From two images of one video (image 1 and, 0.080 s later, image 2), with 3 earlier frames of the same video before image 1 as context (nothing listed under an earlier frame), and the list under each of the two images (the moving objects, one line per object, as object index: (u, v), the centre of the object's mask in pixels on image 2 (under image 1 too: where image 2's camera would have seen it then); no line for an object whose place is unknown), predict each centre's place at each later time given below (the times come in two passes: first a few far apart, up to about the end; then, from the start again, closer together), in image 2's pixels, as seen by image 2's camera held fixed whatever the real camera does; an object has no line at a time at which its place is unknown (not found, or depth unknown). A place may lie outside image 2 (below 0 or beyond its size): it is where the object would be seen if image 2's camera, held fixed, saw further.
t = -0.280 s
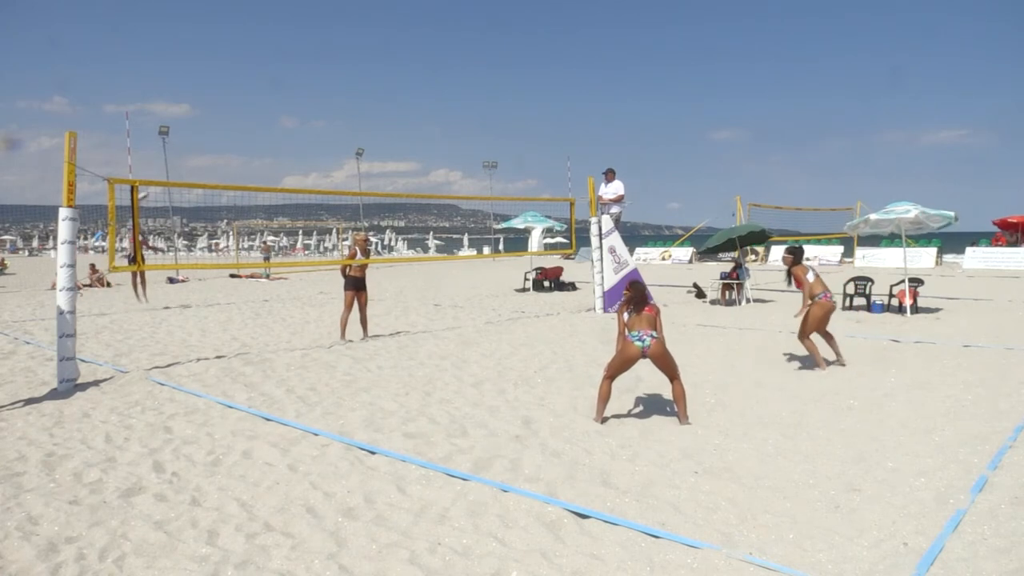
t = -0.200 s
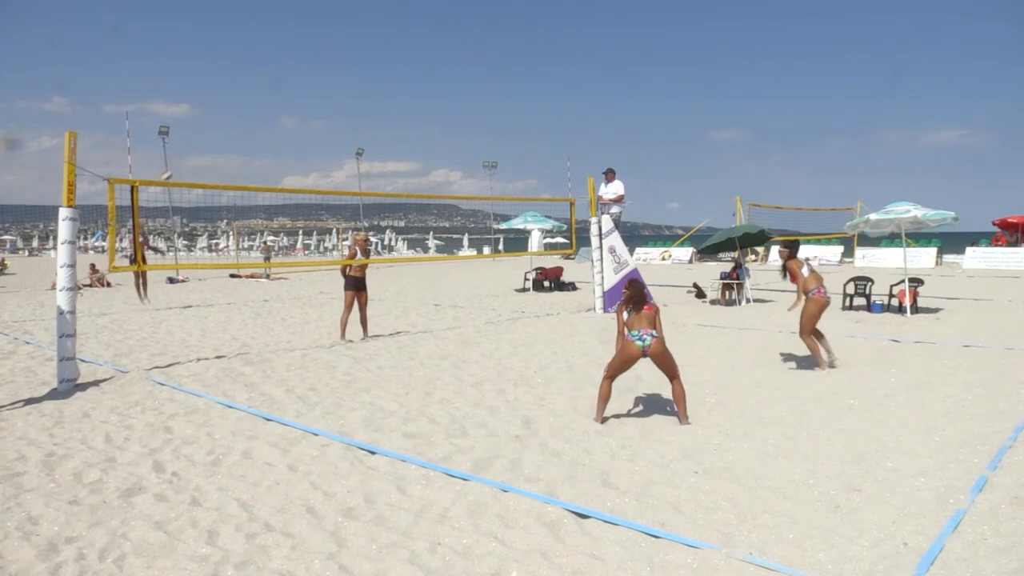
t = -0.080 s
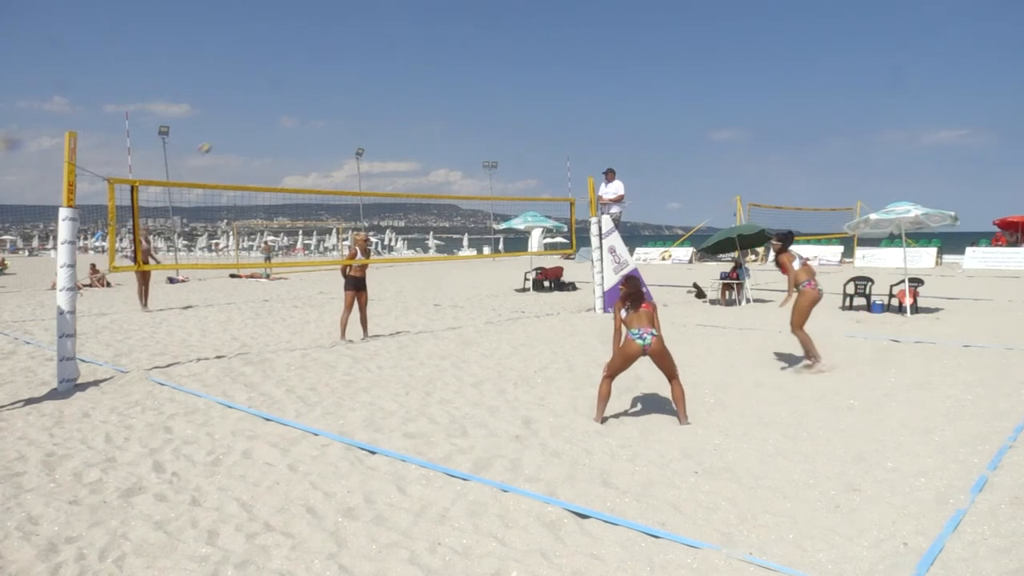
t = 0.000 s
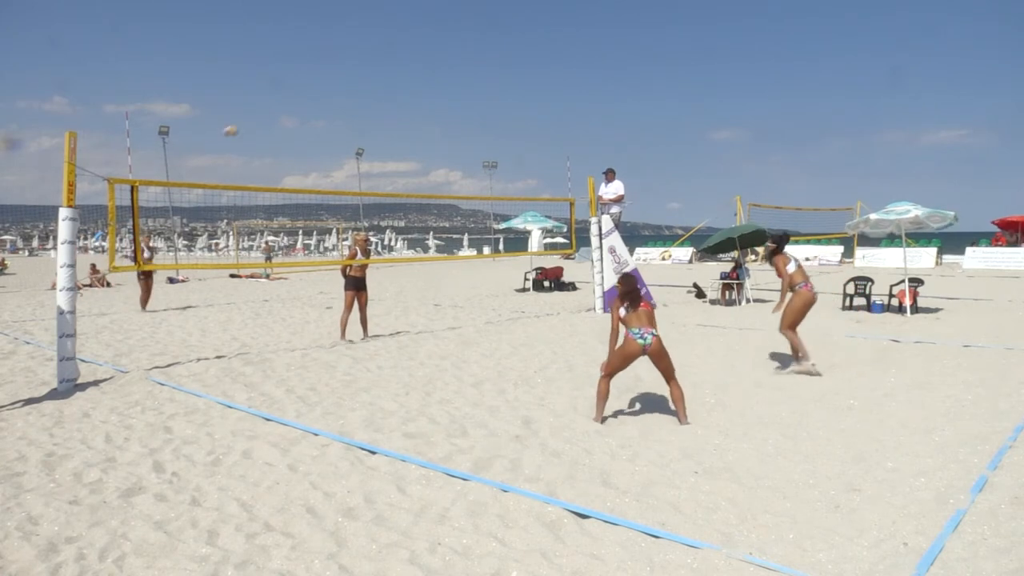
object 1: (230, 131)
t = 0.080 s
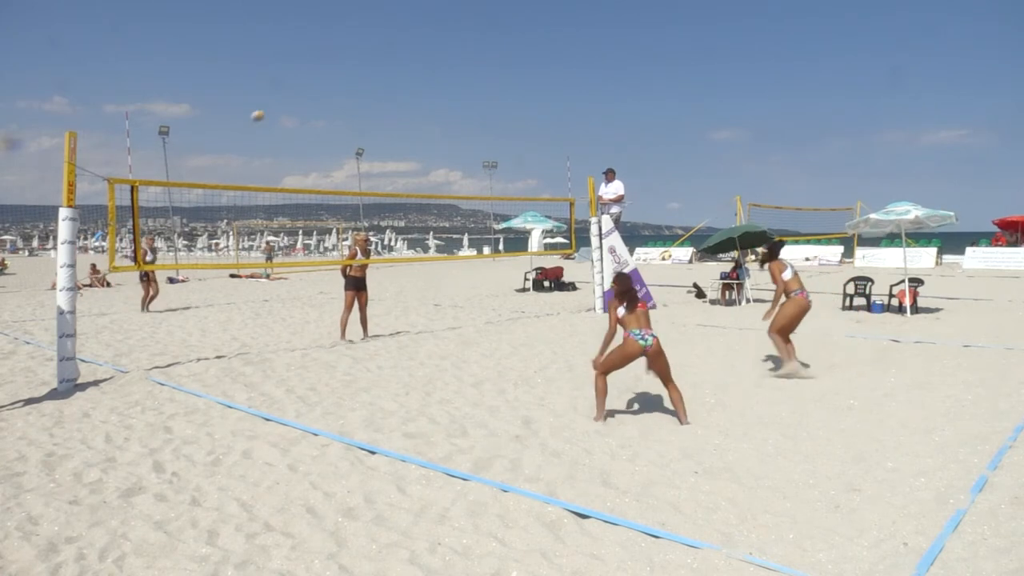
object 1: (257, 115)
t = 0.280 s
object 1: (331, 83)
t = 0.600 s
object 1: (472, 61)
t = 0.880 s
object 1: (630, 102)
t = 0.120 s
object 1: (271, 108)
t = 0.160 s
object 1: (286, 101)
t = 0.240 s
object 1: (316, 88)
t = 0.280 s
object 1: (331, 83)
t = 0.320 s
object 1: (347, 78)
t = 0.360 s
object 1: (364, 74)
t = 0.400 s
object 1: (381, 70)
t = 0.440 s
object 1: (398, 66)
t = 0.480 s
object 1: (416, 63)
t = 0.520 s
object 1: (434, 61)
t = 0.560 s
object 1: (453, 61)
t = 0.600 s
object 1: (472, 61)
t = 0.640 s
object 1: (493, 62)
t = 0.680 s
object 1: (514, 65)
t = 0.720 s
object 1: (536, 69)
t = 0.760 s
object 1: (558, 74)
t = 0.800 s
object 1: (581, 81)
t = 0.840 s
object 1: (605, 91)
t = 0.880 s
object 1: (630, 102)
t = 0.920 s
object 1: (656, 114)
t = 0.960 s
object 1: (683, 130)
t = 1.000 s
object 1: (710, 149)
